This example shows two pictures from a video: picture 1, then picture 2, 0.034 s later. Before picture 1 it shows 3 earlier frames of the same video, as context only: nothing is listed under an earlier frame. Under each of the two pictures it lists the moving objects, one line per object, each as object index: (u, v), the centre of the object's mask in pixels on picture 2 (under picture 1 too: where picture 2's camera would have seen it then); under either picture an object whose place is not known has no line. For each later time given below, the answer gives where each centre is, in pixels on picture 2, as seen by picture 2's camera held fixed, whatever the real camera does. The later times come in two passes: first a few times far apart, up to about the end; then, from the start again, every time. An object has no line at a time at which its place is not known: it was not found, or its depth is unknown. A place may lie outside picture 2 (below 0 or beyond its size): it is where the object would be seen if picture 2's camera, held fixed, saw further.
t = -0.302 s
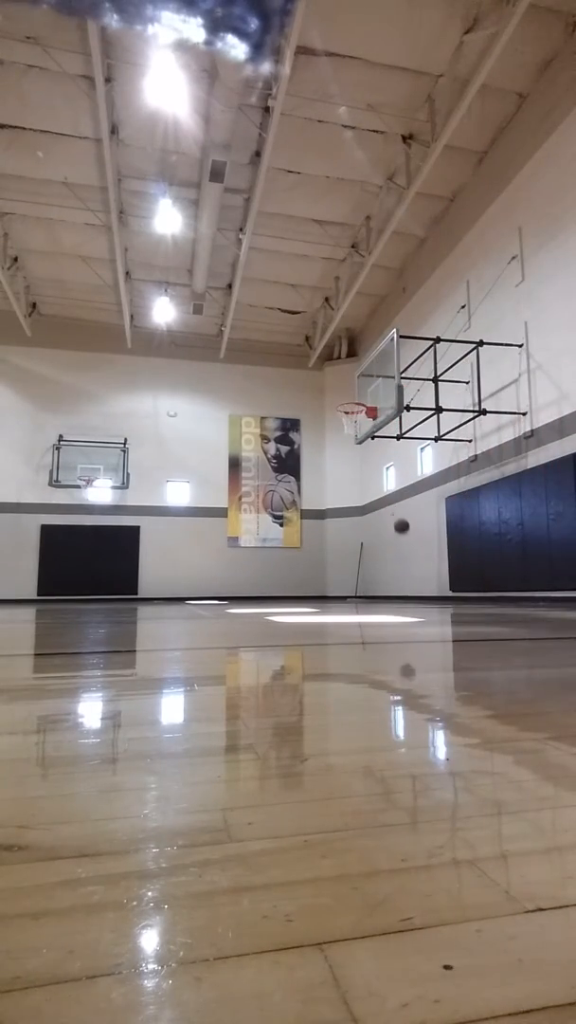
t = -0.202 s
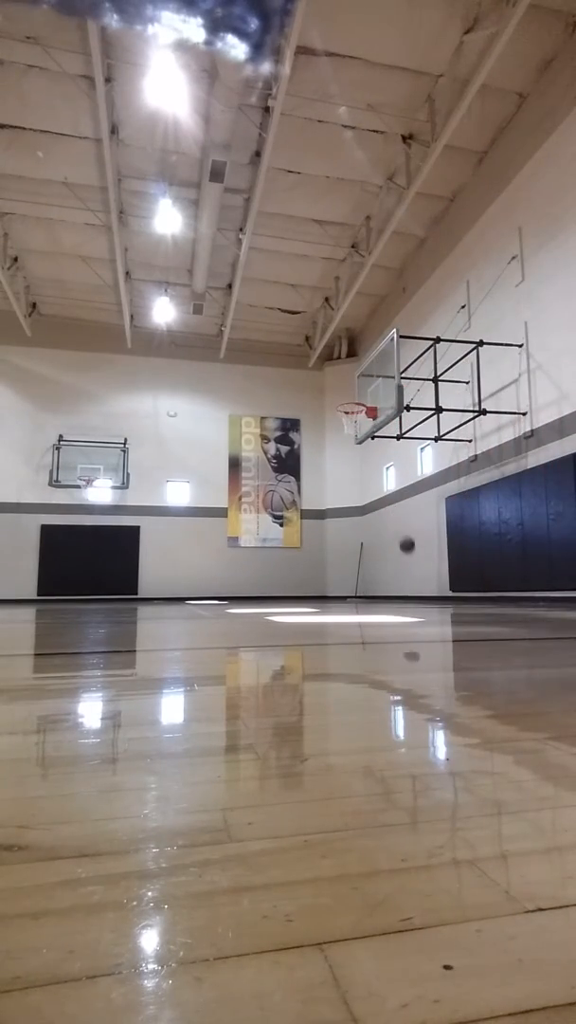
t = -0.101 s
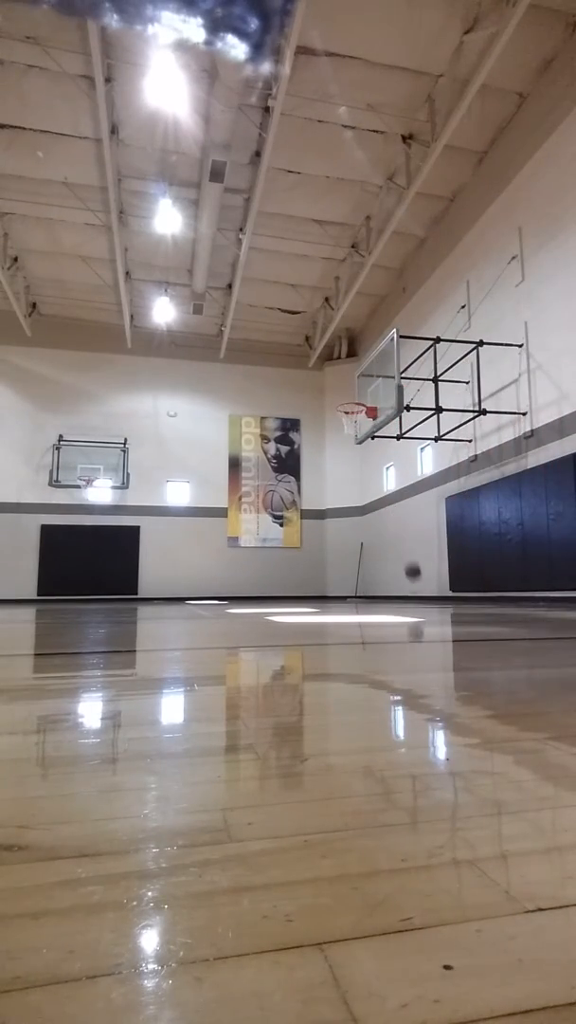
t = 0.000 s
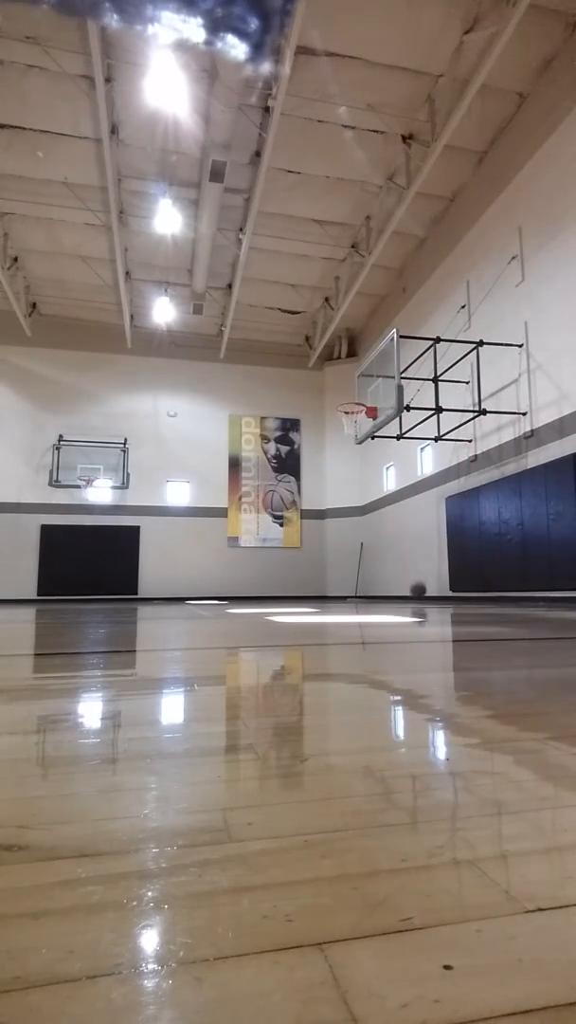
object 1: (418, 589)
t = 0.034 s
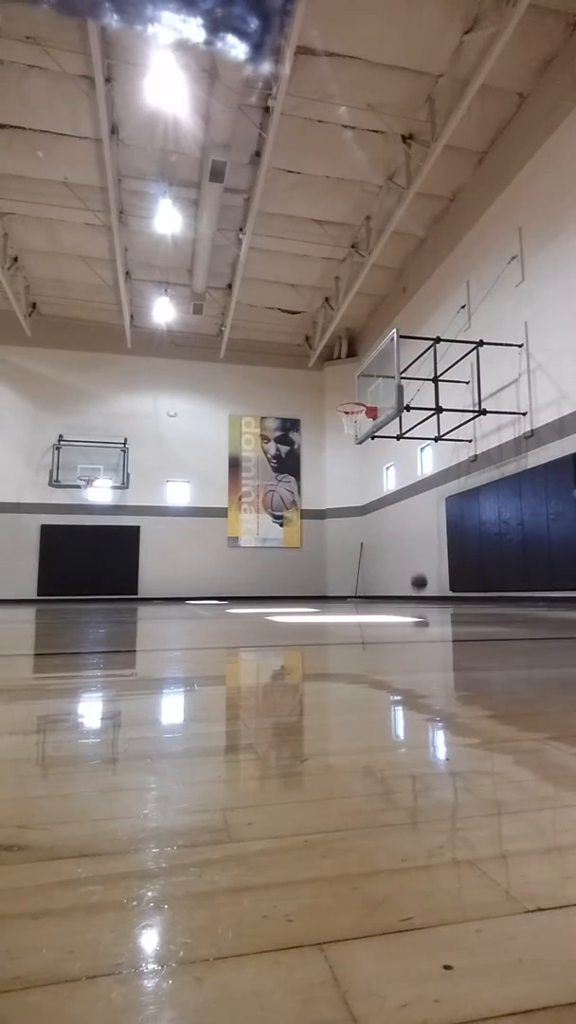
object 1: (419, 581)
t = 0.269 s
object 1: (427, 546)
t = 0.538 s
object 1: (438, 551)
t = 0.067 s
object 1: (420, 574)
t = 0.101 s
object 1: (421, 568)
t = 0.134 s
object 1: (423, 562)
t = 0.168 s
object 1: (424, 556)
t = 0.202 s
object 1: (425, 552)
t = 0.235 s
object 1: (426, 549)
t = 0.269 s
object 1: (427, 546)
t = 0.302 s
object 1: (428, 544)
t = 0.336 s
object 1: (429, 543)
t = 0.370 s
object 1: (431, 542)
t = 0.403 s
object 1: (432, 543)
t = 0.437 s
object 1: (433, 544)
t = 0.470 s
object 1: (435, 545)
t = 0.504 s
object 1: (436, 548)
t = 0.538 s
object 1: (438, 551)
